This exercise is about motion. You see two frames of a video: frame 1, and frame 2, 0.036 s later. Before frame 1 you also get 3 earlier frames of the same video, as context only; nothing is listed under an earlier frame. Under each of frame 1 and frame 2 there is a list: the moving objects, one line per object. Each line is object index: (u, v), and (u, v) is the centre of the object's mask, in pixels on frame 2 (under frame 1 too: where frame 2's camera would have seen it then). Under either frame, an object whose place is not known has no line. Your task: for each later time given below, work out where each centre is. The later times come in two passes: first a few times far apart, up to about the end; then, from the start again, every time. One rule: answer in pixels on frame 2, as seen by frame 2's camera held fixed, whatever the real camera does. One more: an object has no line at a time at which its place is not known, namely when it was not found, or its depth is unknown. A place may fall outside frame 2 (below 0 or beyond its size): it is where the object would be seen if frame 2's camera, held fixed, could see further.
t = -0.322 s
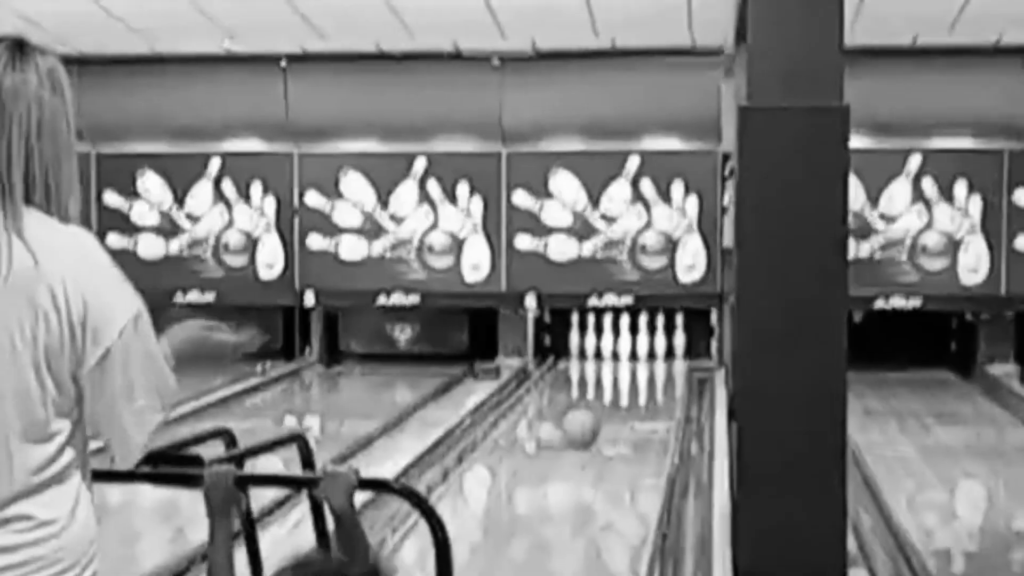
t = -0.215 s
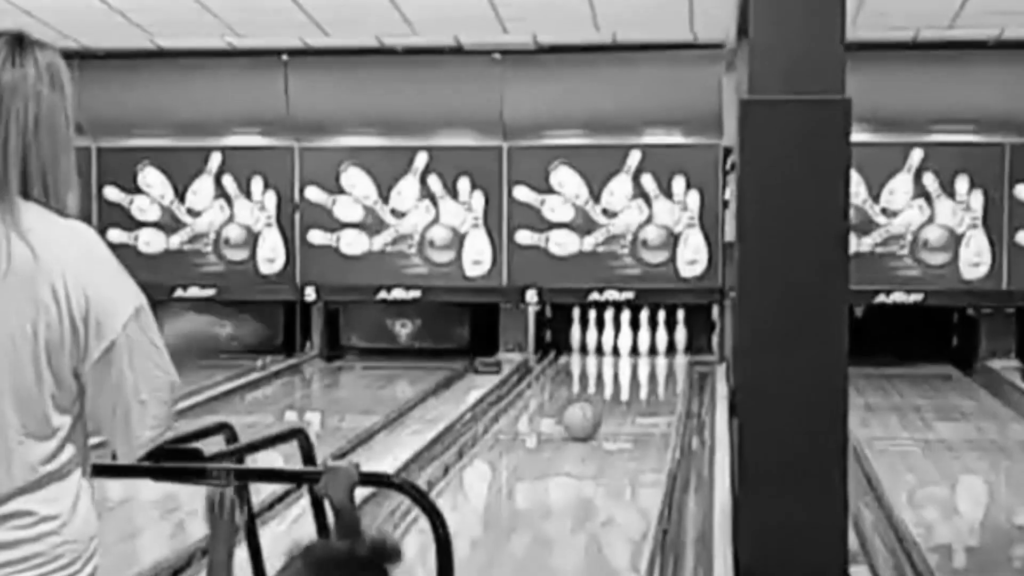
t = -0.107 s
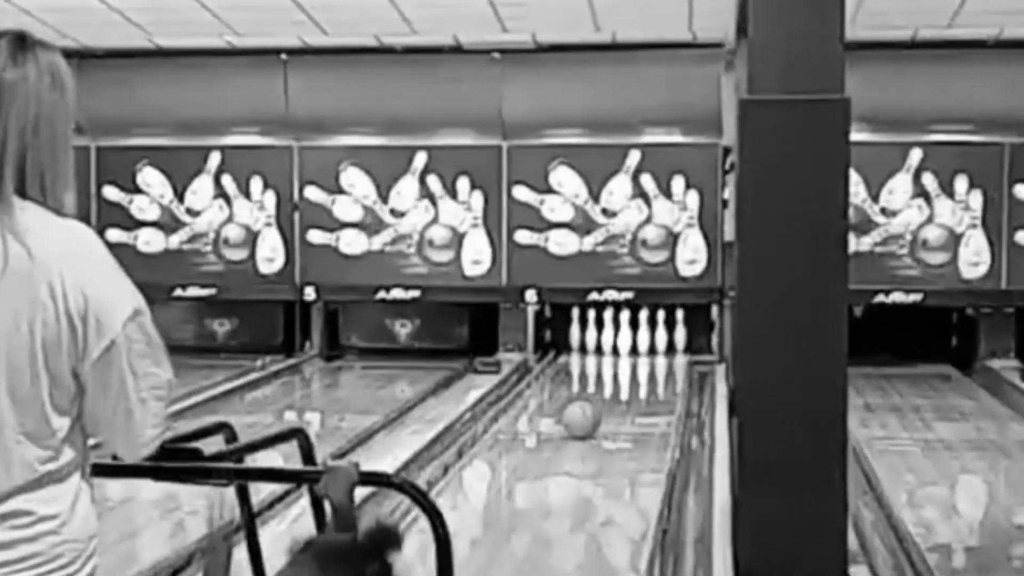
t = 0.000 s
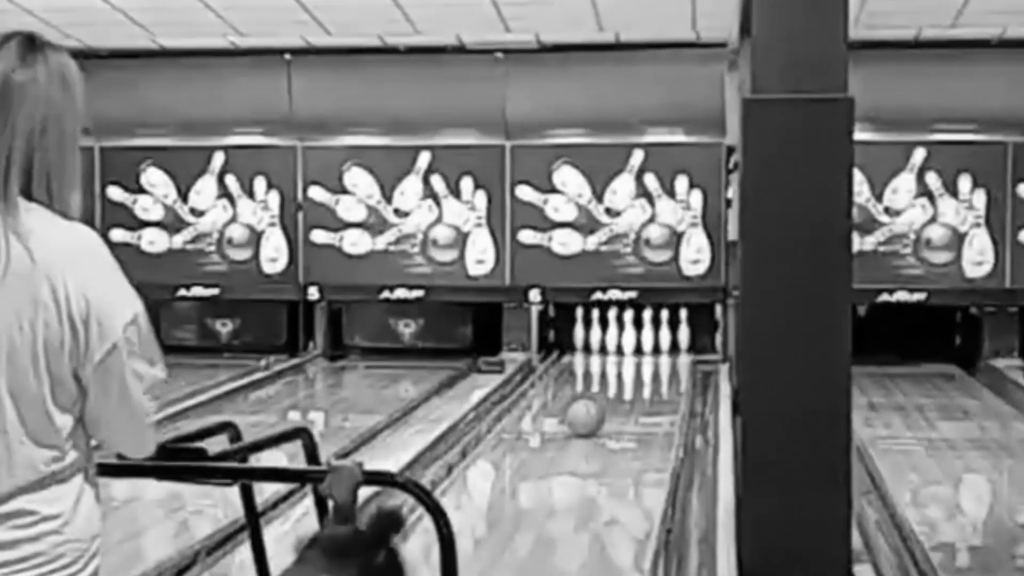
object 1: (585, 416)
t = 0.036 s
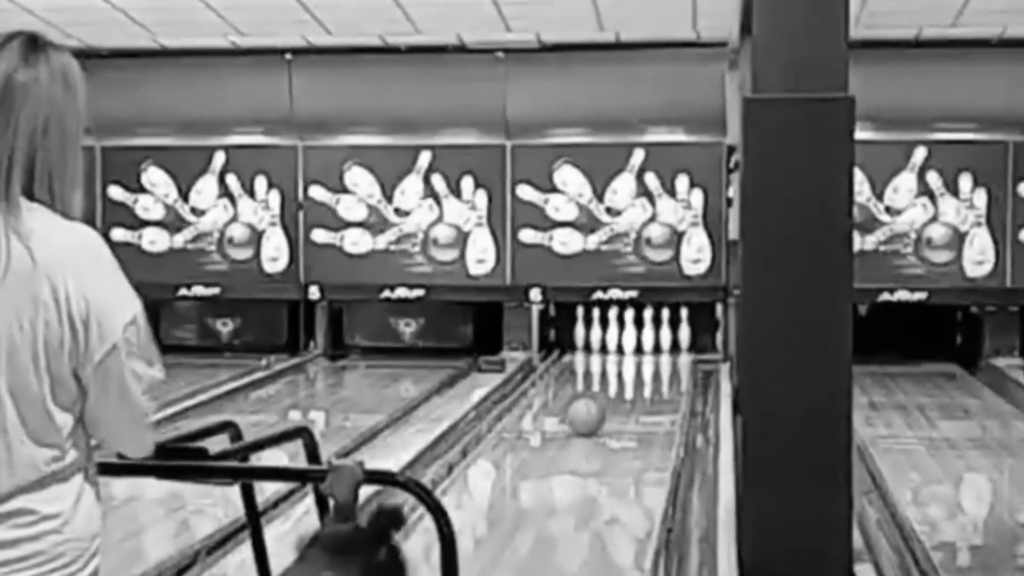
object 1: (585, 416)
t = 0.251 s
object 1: (586, 413)
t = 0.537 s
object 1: (585, 411)
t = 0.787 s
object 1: (585, 407)
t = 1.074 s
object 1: (584, 404)
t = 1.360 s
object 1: (583, 400)
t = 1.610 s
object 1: (583, 396)
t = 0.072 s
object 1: (585, 416)
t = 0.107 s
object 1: (585, 416)
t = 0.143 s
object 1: (585, 415)
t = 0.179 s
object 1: (586, 414)
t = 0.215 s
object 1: (586, 413)
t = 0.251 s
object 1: (586, 413)
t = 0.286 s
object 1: (585, 413)
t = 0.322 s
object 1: (586, 413)
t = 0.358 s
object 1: (586, 412)
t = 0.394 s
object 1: (586, 412)
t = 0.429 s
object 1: (586, 412)
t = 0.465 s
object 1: (586, 412)
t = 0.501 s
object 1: (585, 412)
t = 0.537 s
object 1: (585, 411)
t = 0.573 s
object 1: (585, 410)
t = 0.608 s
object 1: (584, 409)
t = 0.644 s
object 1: (584, 409)
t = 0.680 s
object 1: (584, 408)
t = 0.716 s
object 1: (585, 408)
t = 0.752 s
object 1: (584, 407)
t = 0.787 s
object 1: (585, 407)
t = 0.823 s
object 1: (585, 406)
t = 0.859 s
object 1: (584, 406)
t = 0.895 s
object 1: (584, 405)
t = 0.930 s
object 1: (584, 405)
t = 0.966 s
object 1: (584, 405)
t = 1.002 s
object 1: (585, 405)
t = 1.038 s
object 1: (584, 404)
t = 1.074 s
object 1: (584, 404)
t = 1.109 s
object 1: (584, 403)
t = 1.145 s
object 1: (584, 402)
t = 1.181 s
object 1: (584, 402)
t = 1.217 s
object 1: (583, 401)
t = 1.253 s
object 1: (583, 401)
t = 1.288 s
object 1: (583, 401)
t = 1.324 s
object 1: (583, 400)
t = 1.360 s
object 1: (583, 400)
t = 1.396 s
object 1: (583, 400)
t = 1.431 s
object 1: (583, 400)
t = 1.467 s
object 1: (583, 399)
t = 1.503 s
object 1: (583, 399)
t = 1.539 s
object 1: (583, 398)
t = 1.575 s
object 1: (583, 396)
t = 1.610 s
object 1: (583, 396)
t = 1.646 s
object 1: (583, 396)
